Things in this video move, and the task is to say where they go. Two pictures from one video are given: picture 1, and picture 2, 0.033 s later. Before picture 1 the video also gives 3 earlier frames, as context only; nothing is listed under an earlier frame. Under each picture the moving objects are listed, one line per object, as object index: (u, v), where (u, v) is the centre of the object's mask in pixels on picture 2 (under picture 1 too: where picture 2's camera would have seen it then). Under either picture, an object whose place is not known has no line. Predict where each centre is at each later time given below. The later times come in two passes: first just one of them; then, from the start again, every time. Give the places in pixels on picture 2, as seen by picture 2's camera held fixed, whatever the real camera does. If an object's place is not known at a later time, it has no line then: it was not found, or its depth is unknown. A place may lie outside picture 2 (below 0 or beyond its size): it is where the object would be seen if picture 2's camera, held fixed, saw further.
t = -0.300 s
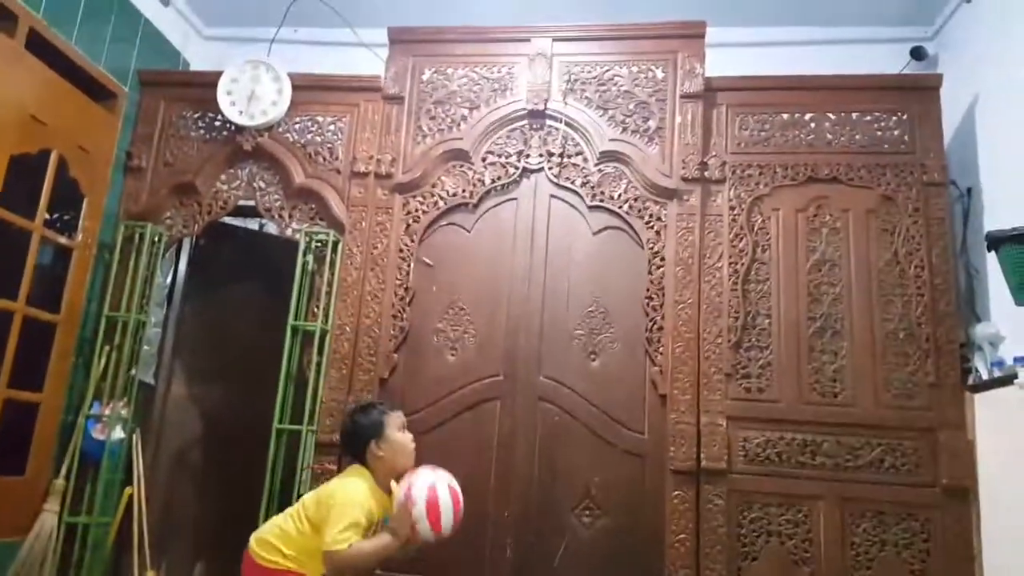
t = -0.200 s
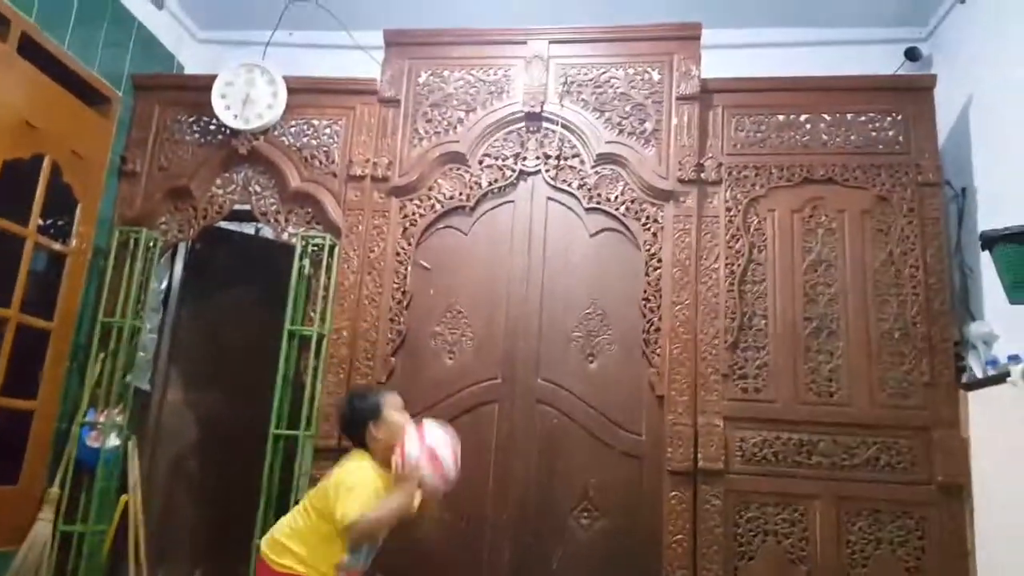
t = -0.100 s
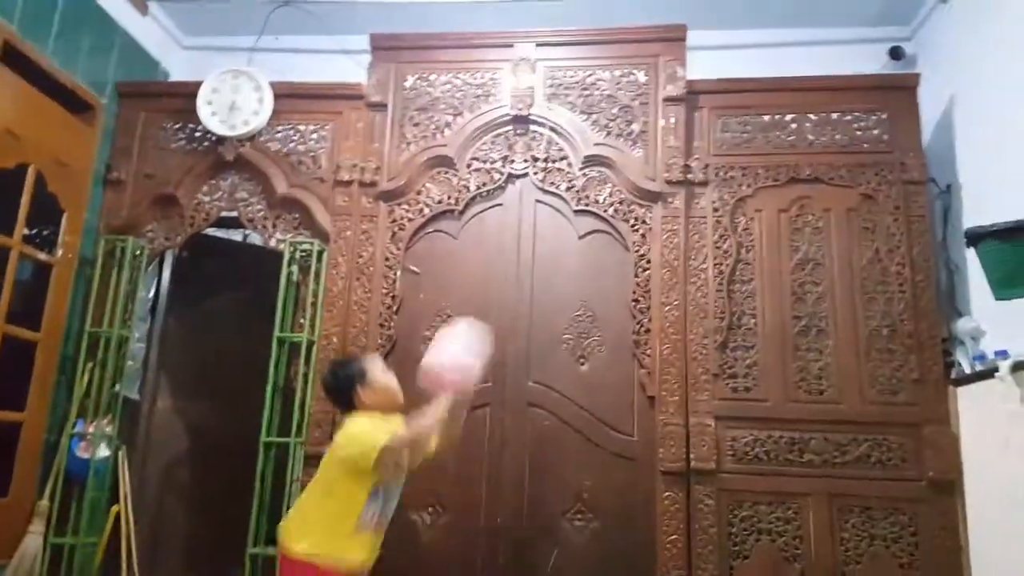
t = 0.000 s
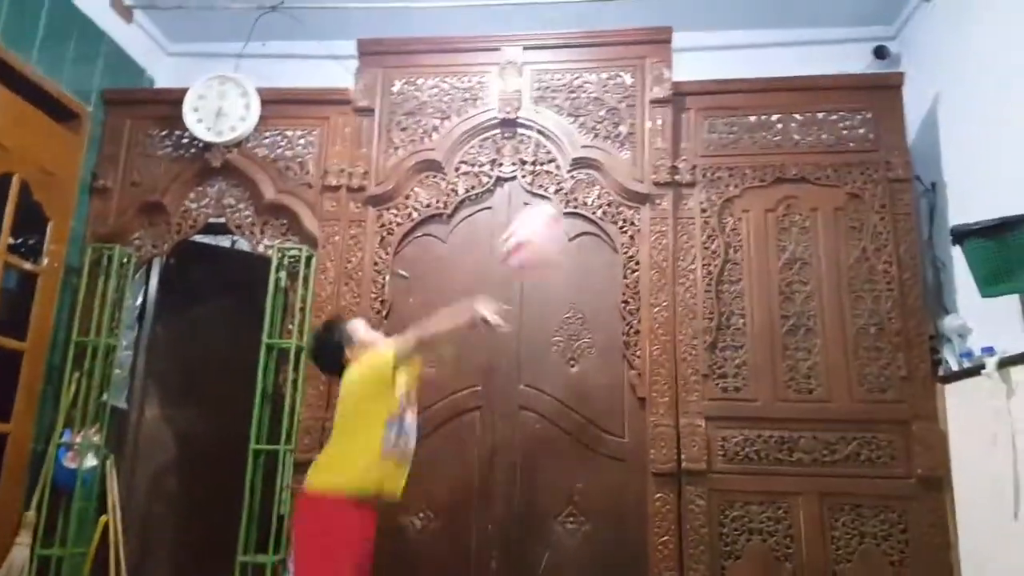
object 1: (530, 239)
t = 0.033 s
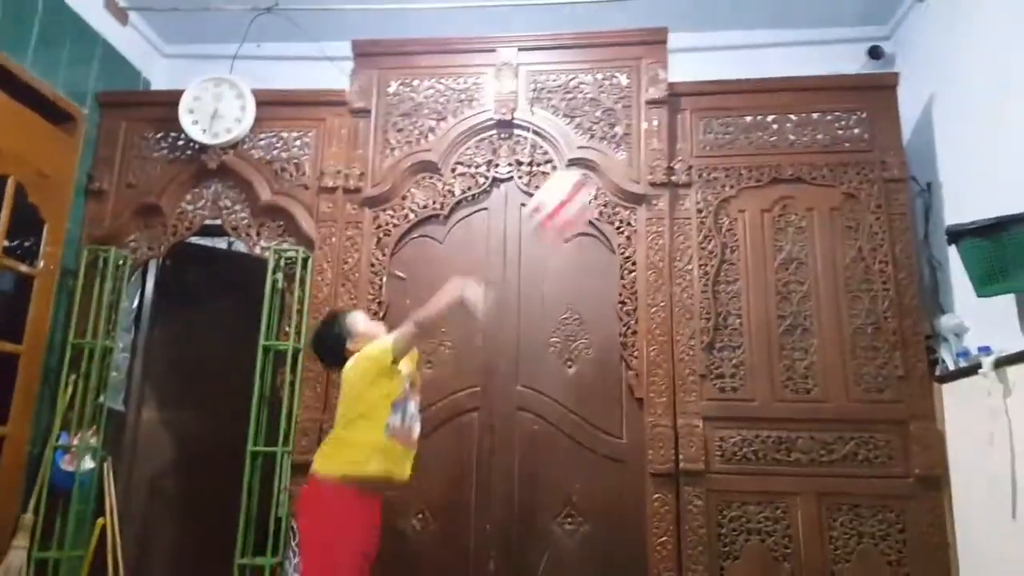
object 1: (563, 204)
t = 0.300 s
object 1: (783, 51)
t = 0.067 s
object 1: (590, 174)
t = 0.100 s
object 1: (616, 148)
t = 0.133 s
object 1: (648, 121)
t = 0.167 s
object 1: (675, 103)
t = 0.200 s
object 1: (700, 89)
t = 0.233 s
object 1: (727, 71)
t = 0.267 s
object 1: (754, 60)
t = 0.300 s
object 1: (783, 51)
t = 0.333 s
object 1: (806, 45)
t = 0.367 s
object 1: (836, 41)
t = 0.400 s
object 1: (866, 41)
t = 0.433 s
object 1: (890, 42)
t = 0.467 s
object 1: (915, 47)
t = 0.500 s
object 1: (940, 55)
